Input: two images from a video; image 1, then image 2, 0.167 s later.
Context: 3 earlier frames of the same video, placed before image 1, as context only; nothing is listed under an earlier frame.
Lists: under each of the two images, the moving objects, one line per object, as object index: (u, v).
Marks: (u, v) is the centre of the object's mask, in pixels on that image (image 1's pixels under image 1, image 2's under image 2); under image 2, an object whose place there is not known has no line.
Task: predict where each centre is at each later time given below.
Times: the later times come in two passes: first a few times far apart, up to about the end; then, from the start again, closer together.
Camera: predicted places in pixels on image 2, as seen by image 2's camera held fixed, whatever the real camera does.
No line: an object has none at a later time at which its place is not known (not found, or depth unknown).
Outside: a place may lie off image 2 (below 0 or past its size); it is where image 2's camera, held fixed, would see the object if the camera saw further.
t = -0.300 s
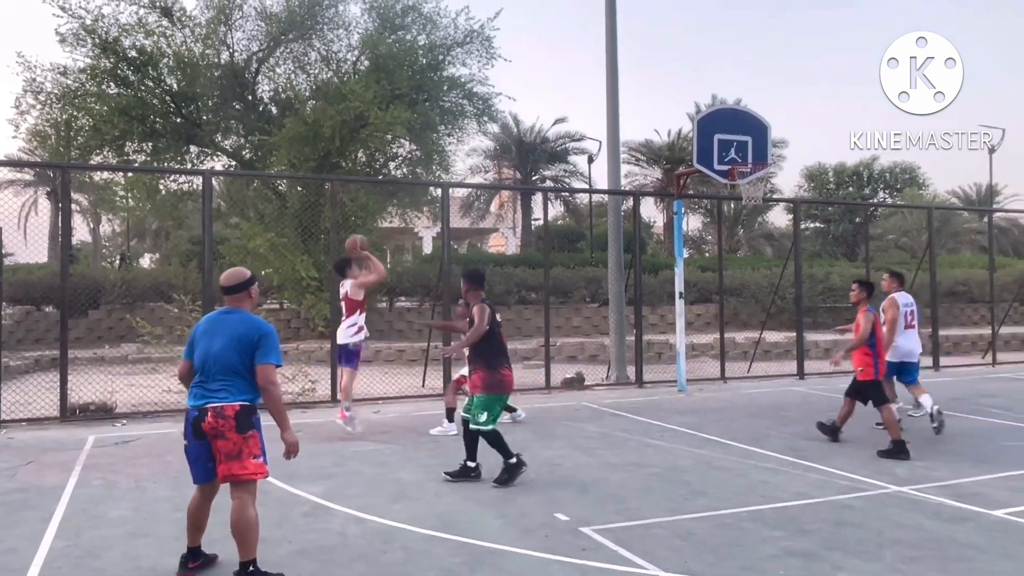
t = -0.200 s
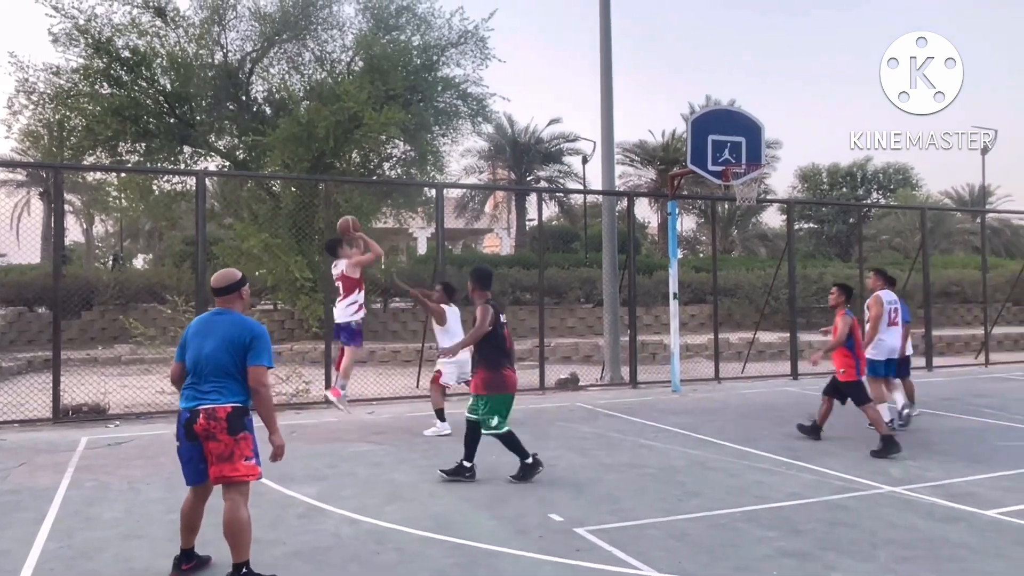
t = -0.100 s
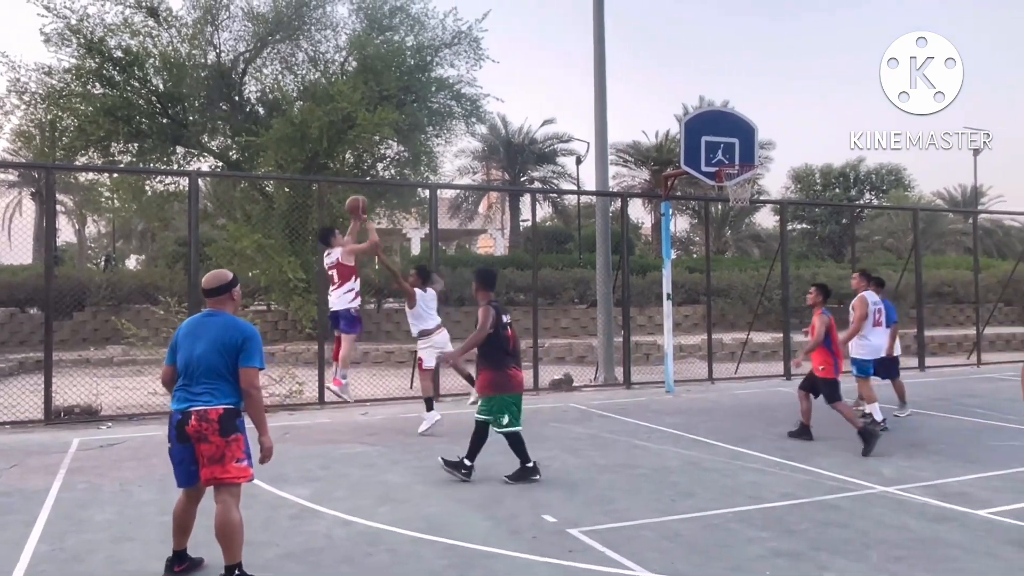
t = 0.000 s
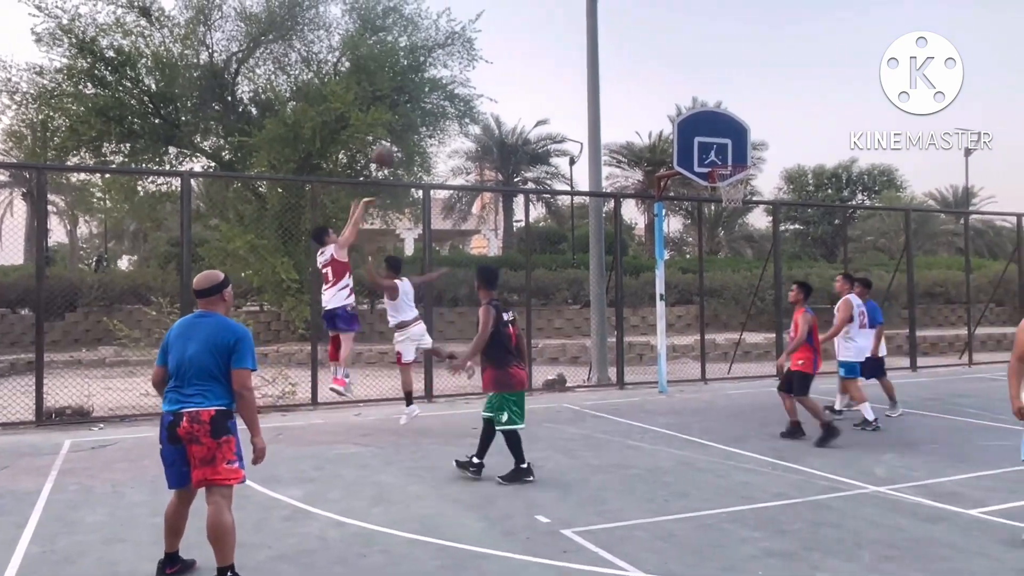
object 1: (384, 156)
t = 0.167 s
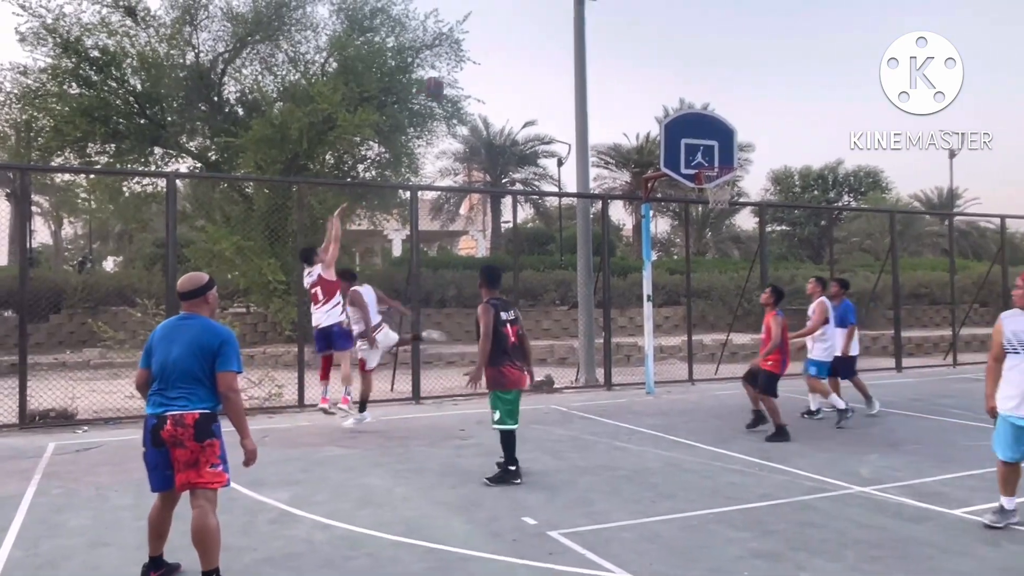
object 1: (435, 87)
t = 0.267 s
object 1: (469, 61)
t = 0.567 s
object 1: (566, 35)
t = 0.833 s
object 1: (645, 73)
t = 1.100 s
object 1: (719, 160)
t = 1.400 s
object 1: (702, 183)
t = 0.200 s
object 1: (445, 78)
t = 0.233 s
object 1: (458, 69)
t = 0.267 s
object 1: (469, 61)
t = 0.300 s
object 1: (480, 54)
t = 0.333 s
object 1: (491, 48)
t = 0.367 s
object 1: (502, 43)
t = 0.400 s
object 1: (513, 39)
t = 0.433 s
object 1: (524, 36)
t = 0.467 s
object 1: (535, 34)
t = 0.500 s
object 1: (545, 34)
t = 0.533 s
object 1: (556, 34)
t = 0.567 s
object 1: (566, 35)
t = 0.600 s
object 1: (576, 37)
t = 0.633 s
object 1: (588, 40)
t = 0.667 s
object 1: (597, 43)
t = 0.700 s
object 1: (606, 47)
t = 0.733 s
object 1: (616, 53)
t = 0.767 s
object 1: (626, 59)
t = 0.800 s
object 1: (636, 65)
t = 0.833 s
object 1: (645, 73)
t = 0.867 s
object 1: (655, 81)
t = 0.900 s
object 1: (664, 90)
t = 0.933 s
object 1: (673, 100)
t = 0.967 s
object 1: (681, 110)
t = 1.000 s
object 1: (691, 122)
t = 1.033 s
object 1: (701, 133)
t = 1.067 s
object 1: (710, 147)
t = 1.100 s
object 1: (719, 160)
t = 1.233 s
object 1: (706, 179)
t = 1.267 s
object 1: (704, 179)
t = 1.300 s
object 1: (703, 179)
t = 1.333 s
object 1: (703, 179)
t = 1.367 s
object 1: (702, 179)
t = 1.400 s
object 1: (702, 183)
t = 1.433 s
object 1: (702, 182)
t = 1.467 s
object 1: (704, 188)
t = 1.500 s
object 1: (706, 191)
